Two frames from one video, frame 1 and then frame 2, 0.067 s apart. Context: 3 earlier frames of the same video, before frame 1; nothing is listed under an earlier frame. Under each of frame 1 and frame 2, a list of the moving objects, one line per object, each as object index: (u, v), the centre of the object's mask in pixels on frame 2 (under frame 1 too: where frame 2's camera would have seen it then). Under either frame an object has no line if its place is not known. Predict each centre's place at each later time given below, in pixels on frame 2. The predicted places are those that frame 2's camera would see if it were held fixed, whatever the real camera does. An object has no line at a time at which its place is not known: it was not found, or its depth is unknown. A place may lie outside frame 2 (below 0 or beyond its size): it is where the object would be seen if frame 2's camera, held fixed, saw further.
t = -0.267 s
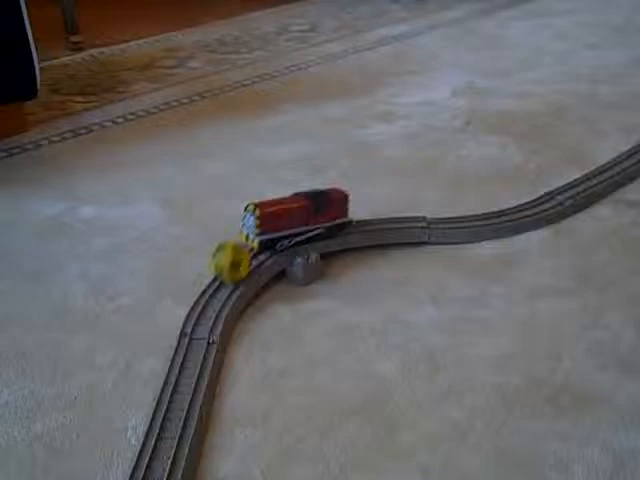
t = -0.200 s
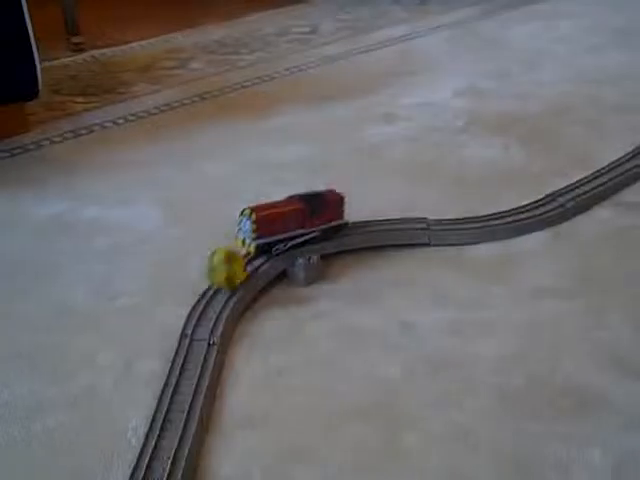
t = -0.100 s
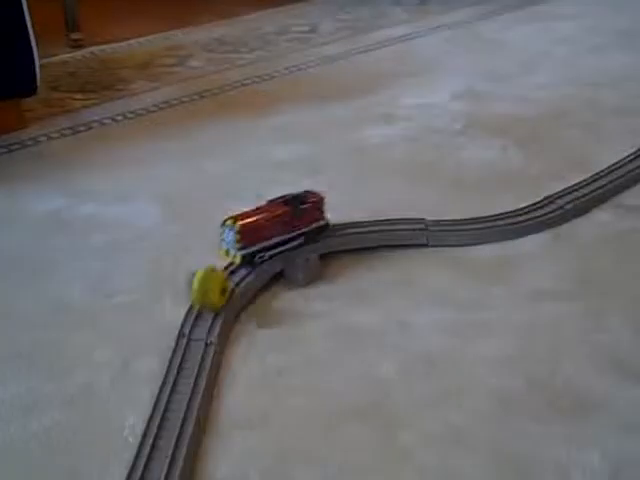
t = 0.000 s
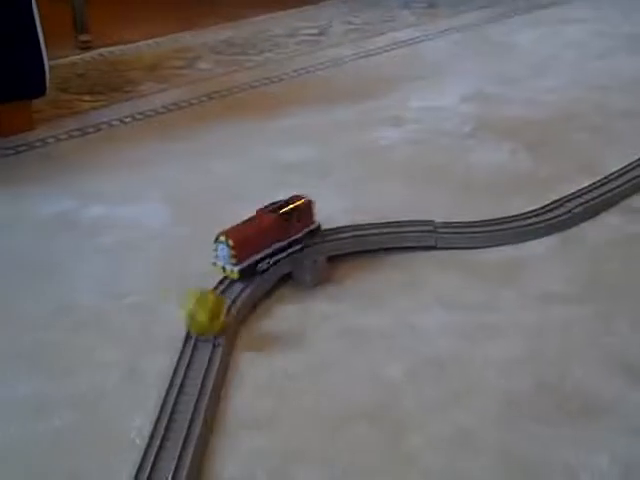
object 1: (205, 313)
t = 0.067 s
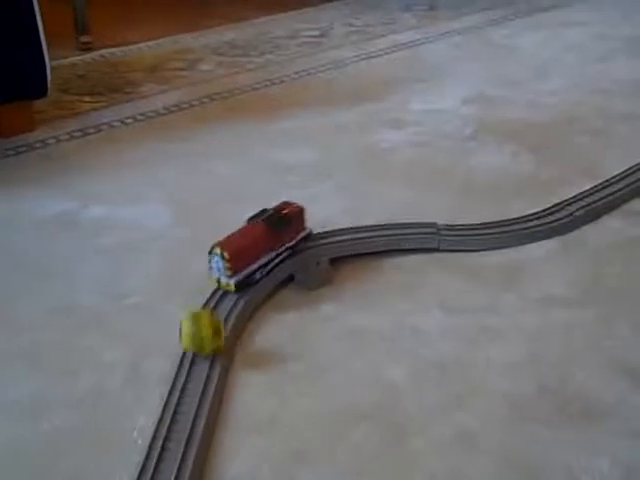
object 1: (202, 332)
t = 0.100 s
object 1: (199, 339)
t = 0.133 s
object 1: (197, 348)
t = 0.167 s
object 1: (195, 357)
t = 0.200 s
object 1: (191, 365)
